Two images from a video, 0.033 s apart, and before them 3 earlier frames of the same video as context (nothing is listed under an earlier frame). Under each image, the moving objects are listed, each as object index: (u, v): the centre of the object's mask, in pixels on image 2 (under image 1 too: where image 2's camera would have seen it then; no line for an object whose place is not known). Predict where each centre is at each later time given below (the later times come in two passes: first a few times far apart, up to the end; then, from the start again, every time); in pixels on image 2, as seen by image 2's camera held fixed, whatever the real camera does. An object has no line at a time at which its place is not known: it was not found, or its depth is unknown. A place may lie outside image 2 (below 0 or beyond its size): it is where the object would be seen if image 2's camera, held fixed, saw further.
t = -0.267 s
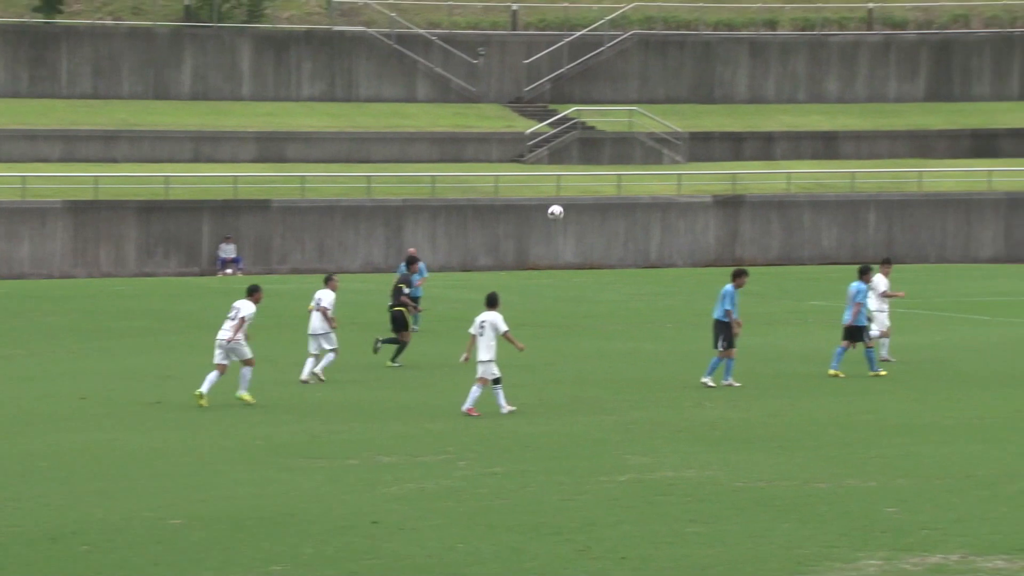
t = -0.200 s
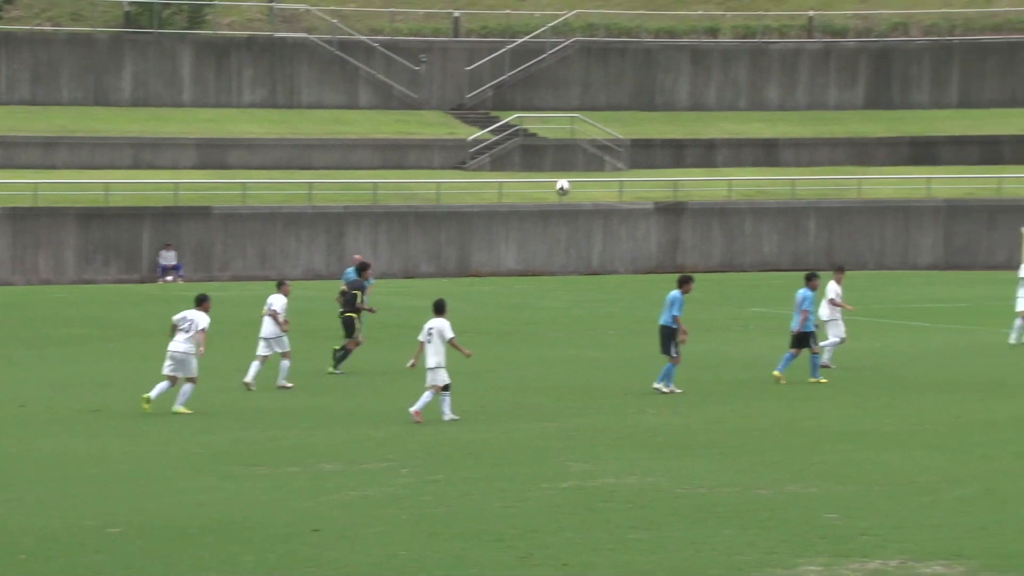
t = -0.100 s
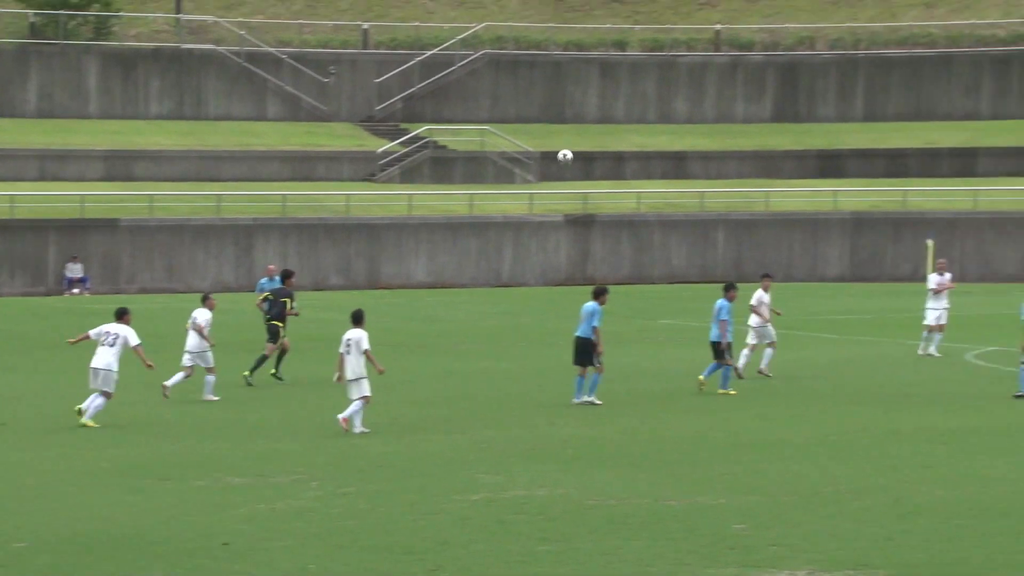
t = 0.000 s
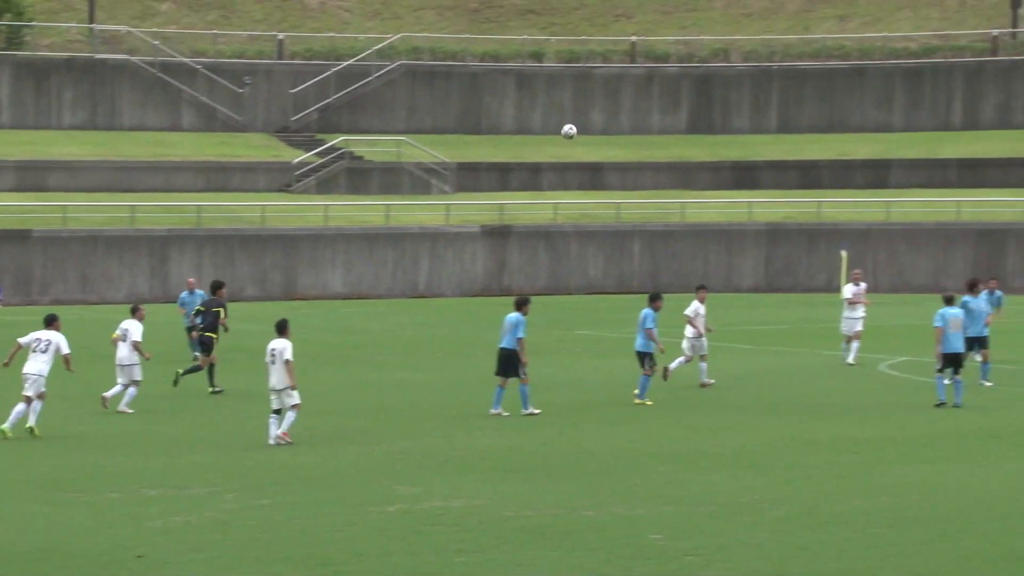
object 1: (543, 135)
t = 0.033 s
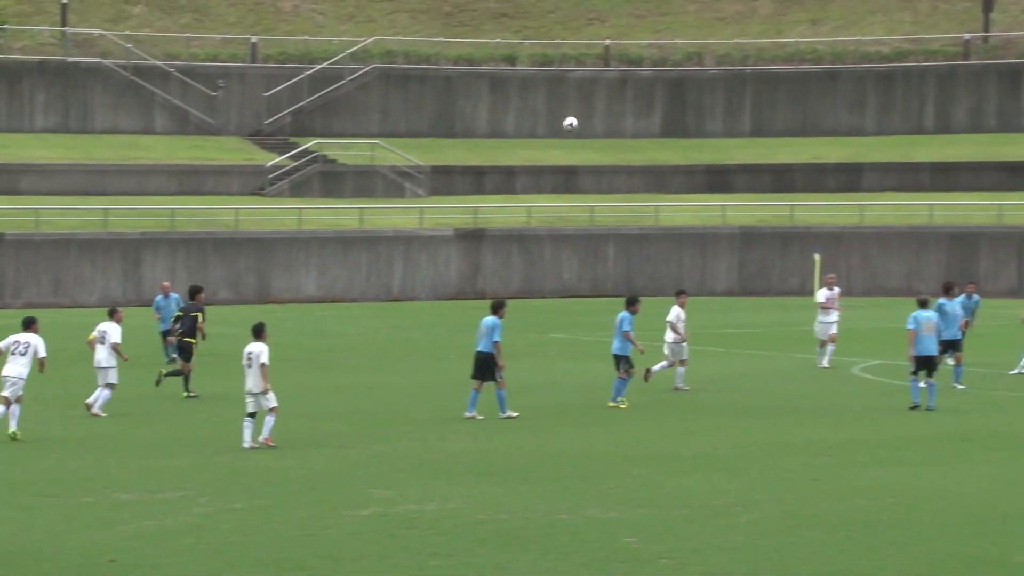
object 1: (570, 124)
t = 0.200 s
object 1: (702, 80)
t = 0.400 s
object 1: (851, 45)
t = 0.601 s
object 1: (991, 31)
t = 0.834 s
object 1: (1143, 42)
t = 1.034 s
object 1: (1267, 75)
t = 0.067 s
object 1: (597, 114)
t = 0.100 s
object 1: (624, 104)
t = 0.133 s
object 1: (650, 95)
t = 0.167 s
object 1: (676, 88)
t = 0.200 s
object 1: (702, 80)
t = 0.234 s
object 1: (728, 73)
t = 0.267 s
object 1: (753, 65)
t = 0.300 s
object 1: (778, 60)
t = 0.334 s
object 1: (803, 55)
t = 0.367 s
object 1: (828, 48)
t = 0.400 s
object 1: (851, 45)
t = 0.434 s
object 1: (876, 41)
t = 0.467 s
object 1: (899, 37)
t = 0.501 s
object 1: (922, 35)
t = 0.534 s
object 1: (946, 33)
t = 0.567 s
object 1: (968, 32)
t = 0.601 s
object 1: (991, 31)
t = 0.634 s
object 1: (1013, 30)
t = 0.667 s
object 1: (1035, 31)
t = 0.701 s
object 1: (1057, 32)
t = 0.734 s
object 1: (1078, 33)
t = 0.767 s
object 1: (1100, 35)
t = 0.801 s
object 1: (1121, 38)
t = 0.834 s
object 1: (1143, 42)
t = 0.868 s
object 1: (1163, 45)
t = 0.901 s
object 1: (1184, 51)
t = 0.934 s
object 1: (1205, 56)
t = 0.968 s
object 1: (1226, 61)
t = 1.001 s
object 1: (1247, 68)
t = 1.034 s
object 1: (1267, 75)
